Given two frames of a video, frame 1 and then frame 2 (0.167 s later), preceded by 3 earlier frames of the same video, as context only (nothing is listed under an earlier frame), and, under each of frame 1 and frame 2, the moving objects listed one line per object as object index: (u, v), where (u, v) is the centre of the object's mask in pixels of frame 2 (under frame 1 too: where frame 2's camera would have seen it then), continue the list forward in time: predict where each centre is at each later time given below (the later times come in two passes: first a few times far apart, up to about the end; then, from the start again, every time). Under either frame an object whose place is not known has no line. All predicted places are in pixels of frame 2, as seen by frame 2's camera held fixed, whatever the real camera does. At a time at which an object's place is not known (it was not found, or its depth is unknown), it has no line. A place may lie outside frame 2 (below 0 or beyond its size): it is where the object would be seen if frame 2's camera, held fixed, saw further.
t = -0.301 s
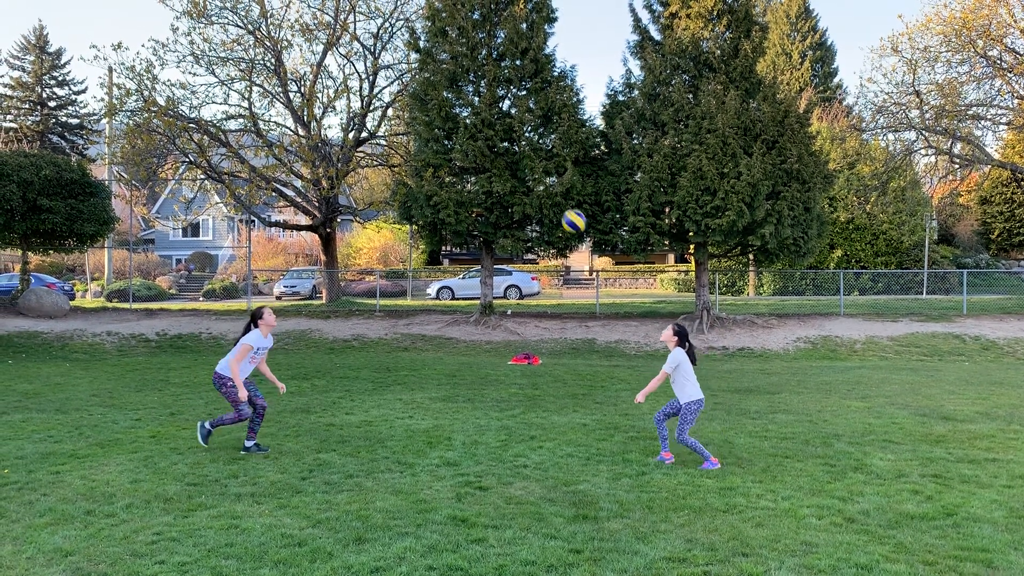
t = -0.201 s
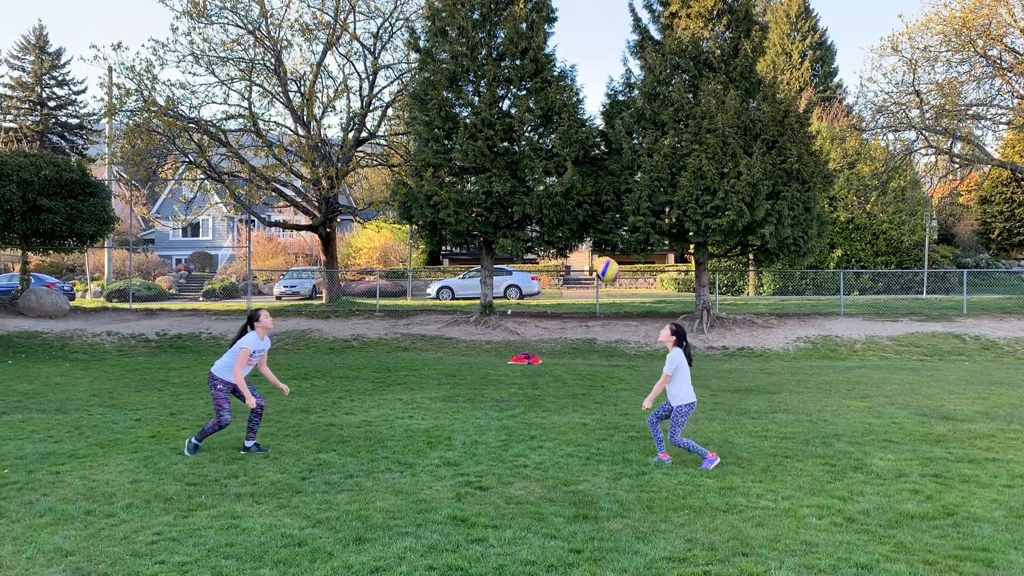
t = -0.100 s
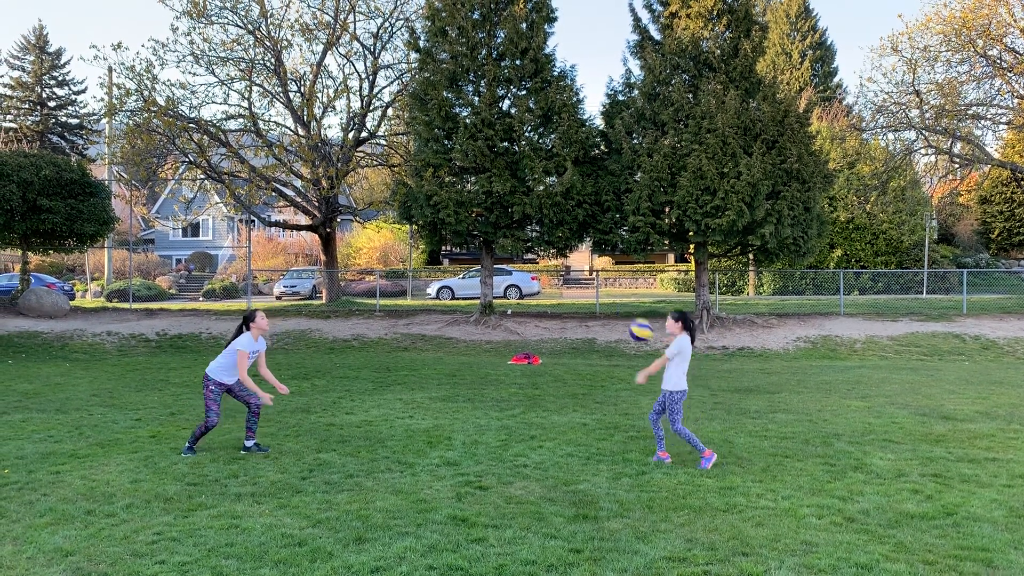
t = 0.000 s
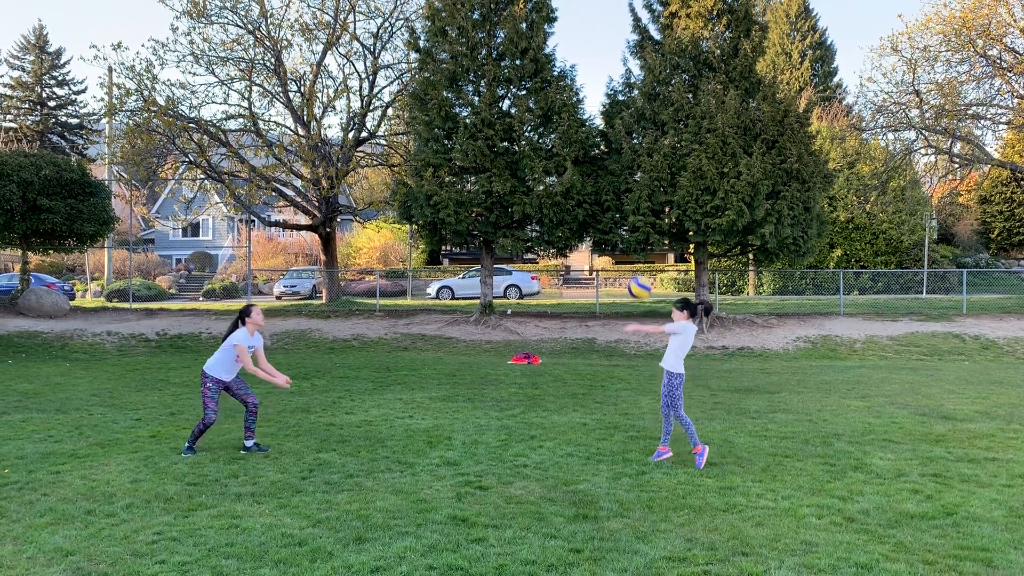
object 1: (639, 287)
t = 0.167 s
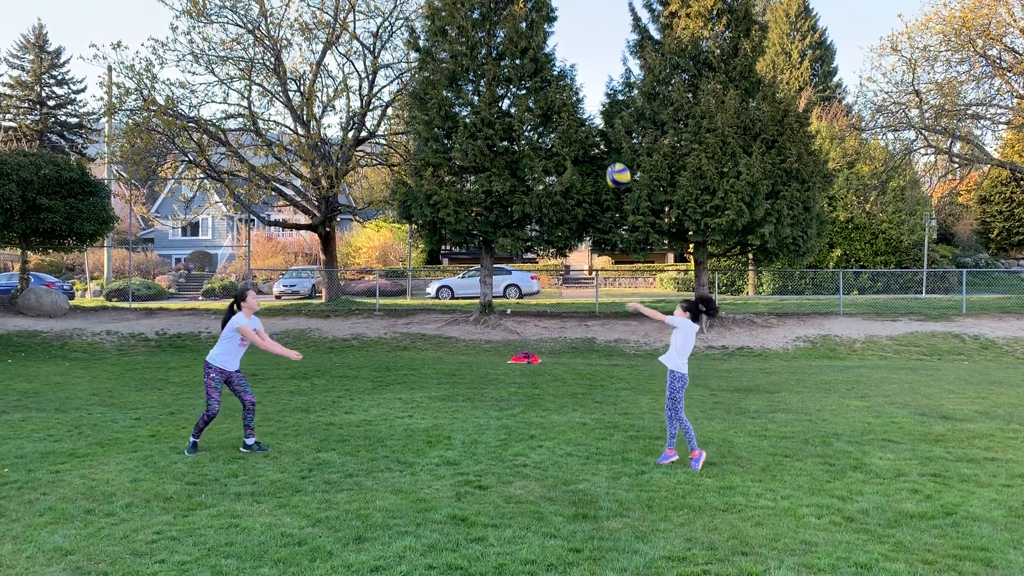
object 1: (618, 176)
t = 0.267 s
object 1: (605, 124)
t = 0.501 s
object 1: (574, 50)
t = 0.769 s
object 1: (539, 41)
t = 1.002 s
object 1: (509, 101)
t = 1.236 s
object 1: (479, 223)
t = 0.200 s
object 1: (614, 158)
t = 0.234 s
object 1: (609, 140)
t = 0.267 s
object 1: (605, 124)
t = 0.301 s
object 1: (601, 110)
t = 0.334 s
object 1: (596, 97)
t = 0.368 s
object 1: (591, 85)
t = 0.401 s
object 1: (587, 74)
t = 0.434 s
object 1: (583, 65)
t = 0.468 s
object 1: (578, 57)
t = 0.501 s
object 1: (574, 50)
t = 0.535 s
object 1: (570, 44)
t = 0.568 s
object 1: (565, 40)
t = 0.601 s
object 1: (561, 37)
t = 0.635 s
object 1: (557, 35)
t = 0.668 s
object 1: (552, 34)
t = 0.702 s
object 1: (548, 35)
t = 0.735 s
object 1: (544, 37)
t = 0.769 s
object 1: (539, 41)
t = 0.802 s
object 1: (535, 45)
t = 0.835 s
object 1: (531, 50)
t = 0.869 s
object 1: (526, 58)
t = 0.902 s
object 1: (522, 67)
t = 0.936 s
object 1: (517, 76)
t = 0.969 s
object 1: (514, 88)
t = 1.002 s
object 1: (509, 101)
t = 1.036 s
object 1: (504, 115)
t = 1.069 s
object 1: (500, 129)
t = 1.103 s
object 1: (496, 145)
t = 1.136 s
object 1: (492, 163)
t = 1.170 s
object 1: (488, 183)
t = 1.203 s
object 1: (483, 203)
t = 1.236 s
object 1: (479, 223)
